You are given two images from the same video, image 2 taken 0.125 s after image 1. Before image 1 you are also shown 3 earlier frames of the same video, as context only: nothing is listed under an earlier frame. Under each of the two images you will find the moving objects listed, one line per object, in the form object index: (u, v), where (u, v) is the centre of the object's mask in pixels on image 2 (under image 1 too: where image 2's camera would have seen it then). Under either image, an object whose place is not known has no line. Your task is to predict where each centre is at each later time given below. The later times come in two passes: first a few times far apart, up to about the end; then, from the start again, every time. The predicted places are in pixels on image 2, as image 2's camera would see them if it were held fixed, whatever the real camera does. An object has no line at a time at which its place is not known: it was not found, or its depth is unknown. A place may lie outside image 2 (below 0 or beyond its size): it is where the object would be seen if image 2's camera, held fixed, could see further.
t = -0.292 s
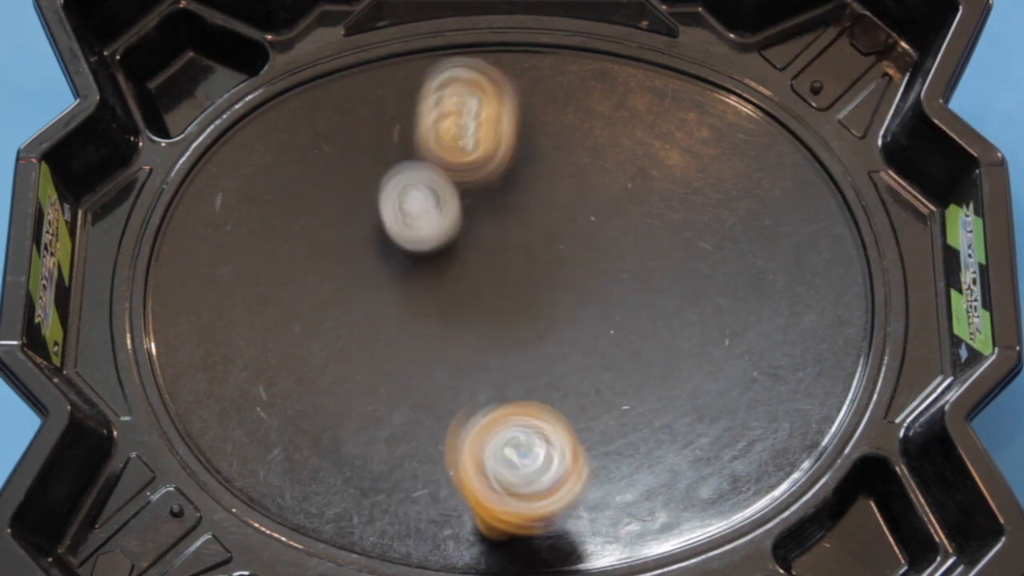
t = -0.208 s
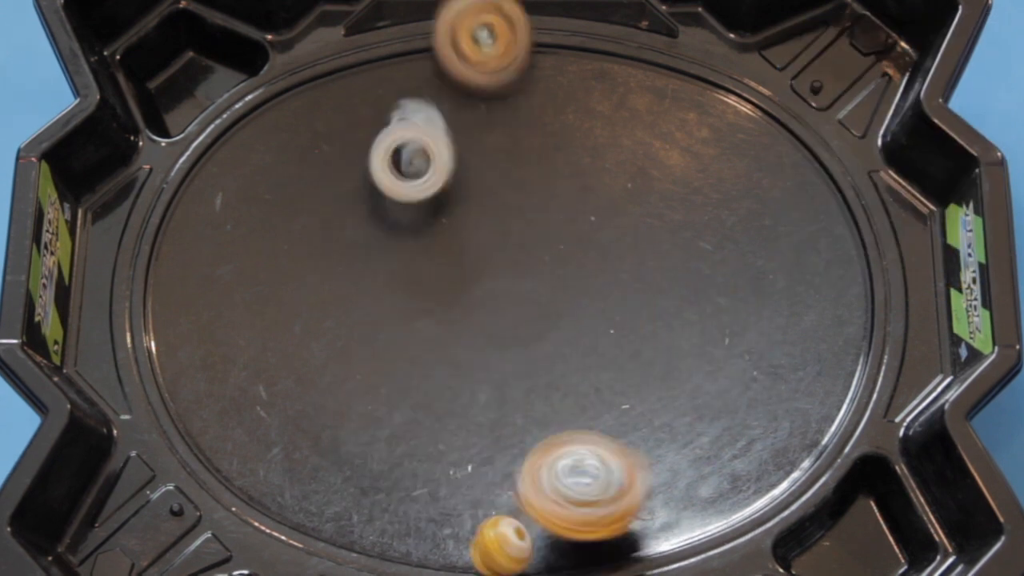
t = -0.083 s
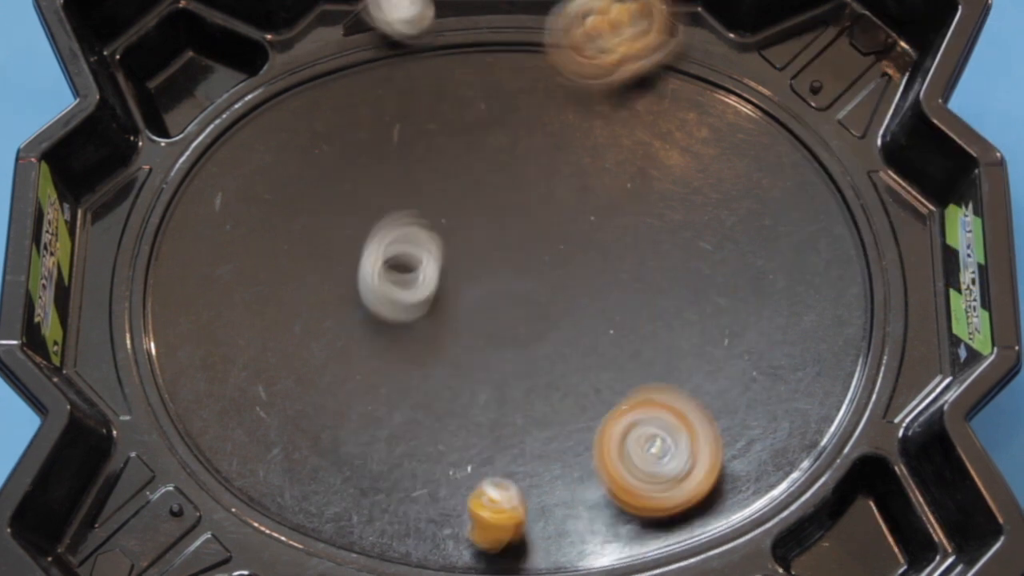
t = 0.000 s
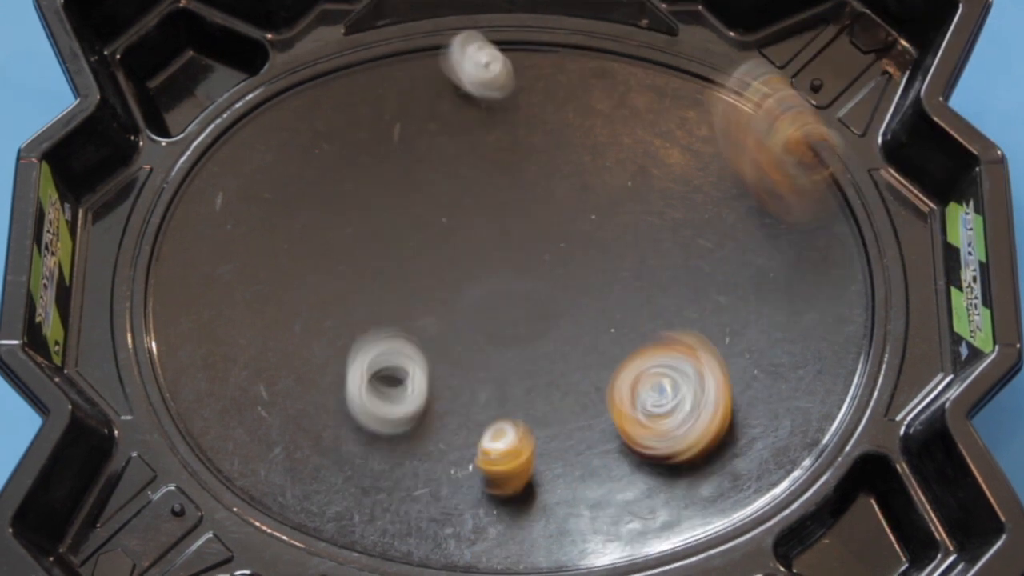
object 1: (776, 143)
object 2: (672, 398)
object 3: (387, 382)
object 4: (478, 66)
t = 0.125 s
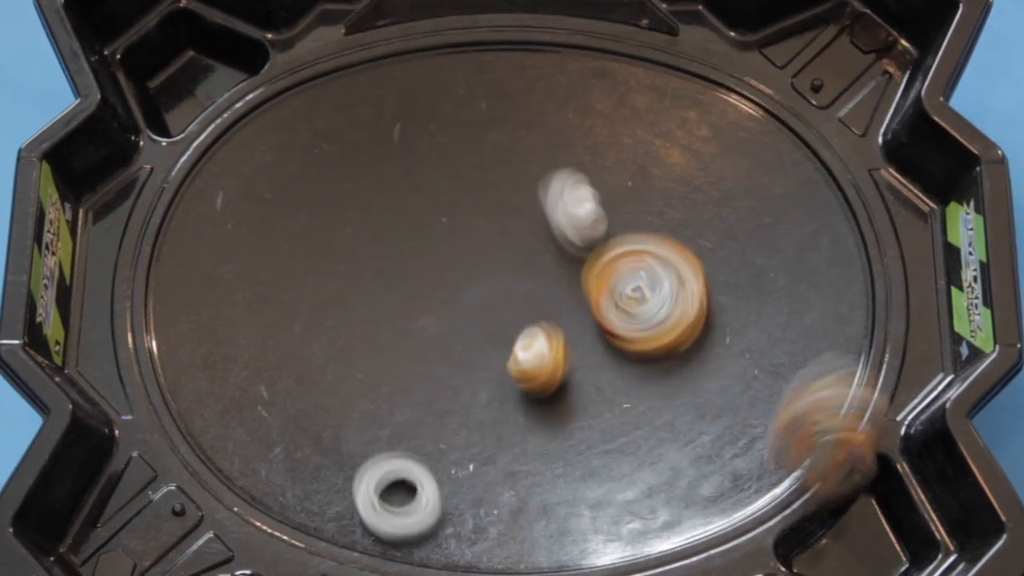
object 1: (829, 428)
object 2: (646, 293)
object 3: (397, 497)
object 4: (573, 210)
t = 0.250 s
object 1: (677, 491)
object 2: (643, 206)
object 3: (435, 519)
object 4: (271, 355)
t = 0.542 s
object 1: (423, 148)
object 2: (575, 179)
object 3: (384, 470)
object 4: (360, 228)
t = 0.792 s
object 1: (365, 170)
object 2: (561, 196)
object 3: (417, 327)
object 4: (507, 100)
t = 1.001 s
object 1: (403, 235)
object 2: (562, 199)
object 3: (458, 309)
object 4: (501, 136)
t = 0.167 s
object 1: (795, 511)
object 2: (646, 259)
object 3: (407, 515)
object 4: (506, 262)
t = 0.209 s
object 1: (737, 520)
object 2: (646, 229)
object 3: (421, 521)
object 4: (382, 316)
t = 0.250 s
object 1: (677, 491)
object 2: (643, 206)
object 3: (435, 519)
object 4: (271, 355)
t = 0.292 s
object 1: (616, 485)
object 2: (637, 192)
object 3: (451, 508)
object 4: (173, 380)
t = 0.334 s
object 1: (541, 454)
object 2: (630, 177)
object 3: (463, 492)
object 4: (134, 376)
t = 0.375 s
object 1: (518, 356)
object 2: (621, 172)
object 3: (448, 494)
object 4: (171, 338)
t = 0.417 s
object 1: (515, 283)
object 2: (609, 171)
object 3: (426, 500)
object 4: (212, 315)
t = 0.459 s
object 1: (504, 225)
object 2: (591, 174)
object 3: (408, 497)
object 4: (259, 289)
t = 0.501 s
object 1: (467, 178)
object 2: (584, 176)
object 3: (393, 486)
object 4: (306, 257)
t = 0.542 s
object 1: (423, 148)
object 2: (575, 179)
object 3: (384, 470)
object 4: (360, 228)
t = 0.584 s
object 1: (386, 125)
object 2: (567, 183)
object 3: (379, 447)
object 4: (409, 203)
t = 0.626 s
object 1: (361, 112)
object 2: (562, 186)
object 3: (381, 423)
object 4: (459, 181)
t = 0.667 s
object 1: (349, 116)
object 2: (562, 190)
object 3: (385, 398)
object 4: (483, 152)
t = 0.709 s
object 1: (348, 129)
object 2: (562, 194)
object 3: (393, 372)
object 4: (493, 127)
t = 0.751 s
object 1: (356, 152)
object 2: (562, 195)
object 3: (403, 348)
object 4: (502, 110)
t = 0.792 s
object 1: (365, 170)
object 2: (561, 196)
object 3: (417, 327)
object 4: (507, 100)
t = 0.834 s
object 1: (377, 190)
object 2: (561, 196)
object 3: (430, 316)
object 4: (508, 96)
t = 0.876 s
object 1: (388, 206)
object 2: (561, 196)
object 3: (443, 311)
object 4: (508, 102)
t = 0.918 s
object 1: (396, 222)
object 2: (561, 196)
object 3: (452, 310)
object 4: (504, 116)
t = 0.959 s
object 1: (402, 232)
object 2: (562, 196)
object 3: (457, 309)
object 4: (505, 131)
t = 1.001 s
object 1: (403, 235)
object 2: (562, 199)
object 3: (458, 309)
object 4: (501, 136)
